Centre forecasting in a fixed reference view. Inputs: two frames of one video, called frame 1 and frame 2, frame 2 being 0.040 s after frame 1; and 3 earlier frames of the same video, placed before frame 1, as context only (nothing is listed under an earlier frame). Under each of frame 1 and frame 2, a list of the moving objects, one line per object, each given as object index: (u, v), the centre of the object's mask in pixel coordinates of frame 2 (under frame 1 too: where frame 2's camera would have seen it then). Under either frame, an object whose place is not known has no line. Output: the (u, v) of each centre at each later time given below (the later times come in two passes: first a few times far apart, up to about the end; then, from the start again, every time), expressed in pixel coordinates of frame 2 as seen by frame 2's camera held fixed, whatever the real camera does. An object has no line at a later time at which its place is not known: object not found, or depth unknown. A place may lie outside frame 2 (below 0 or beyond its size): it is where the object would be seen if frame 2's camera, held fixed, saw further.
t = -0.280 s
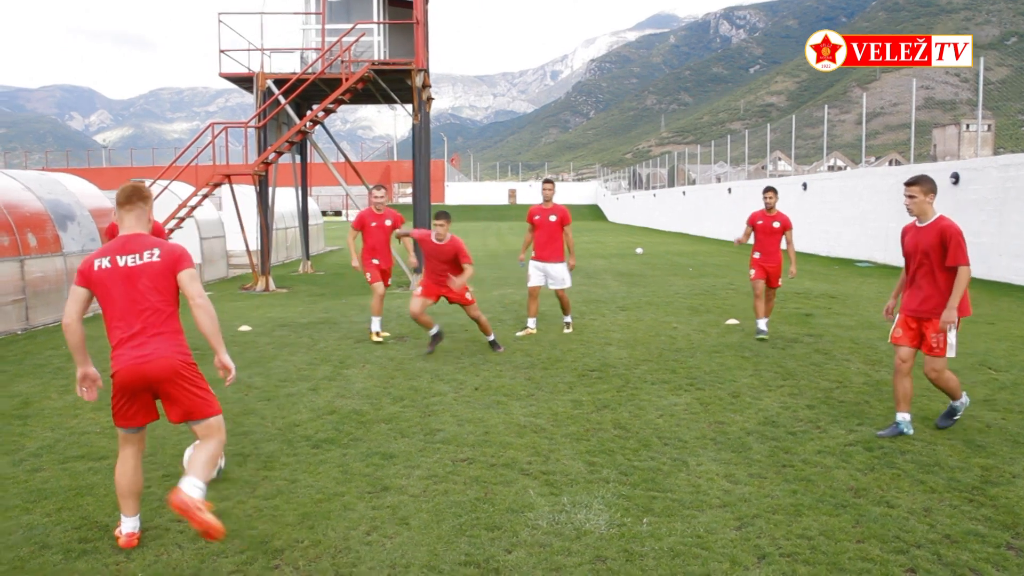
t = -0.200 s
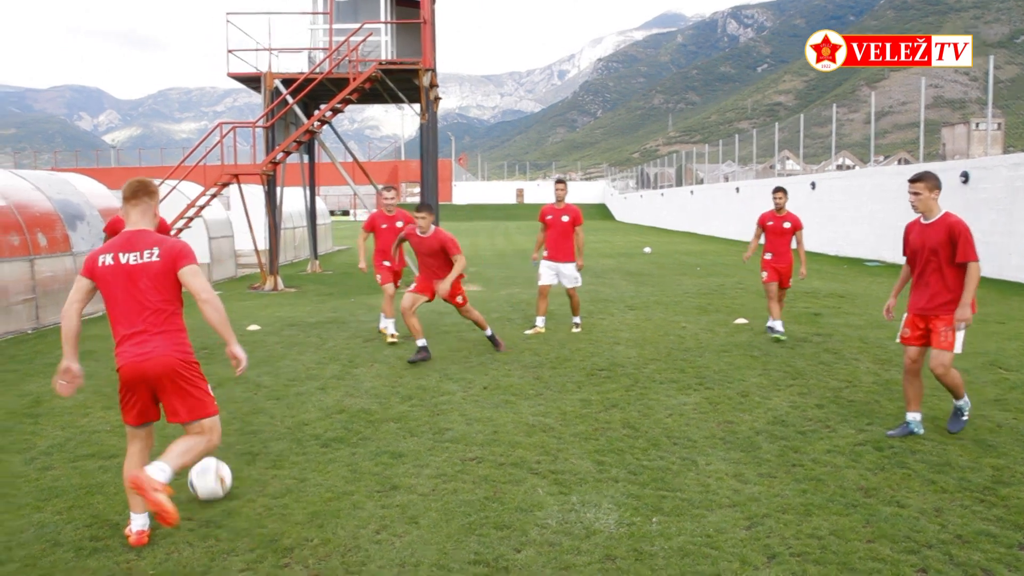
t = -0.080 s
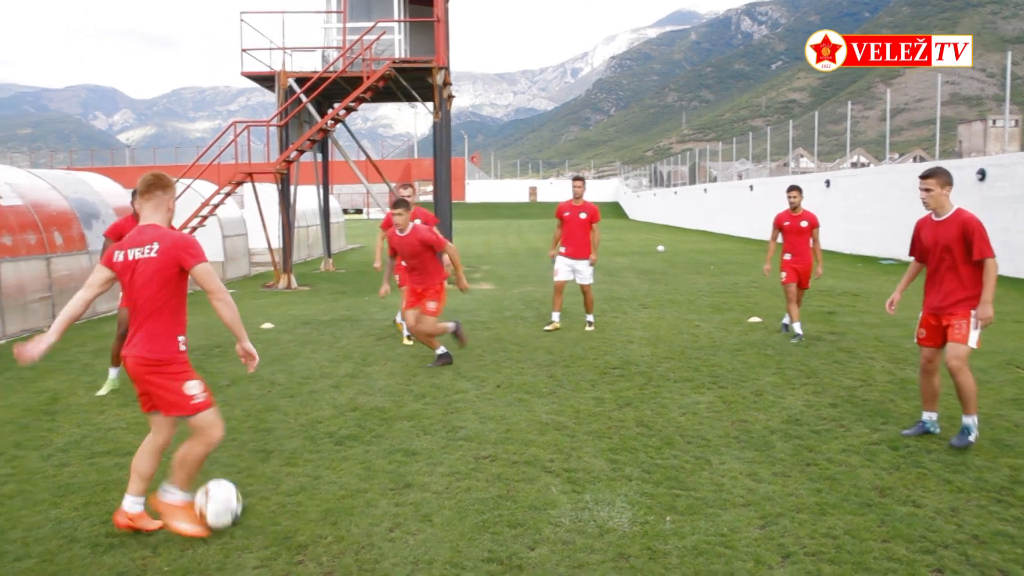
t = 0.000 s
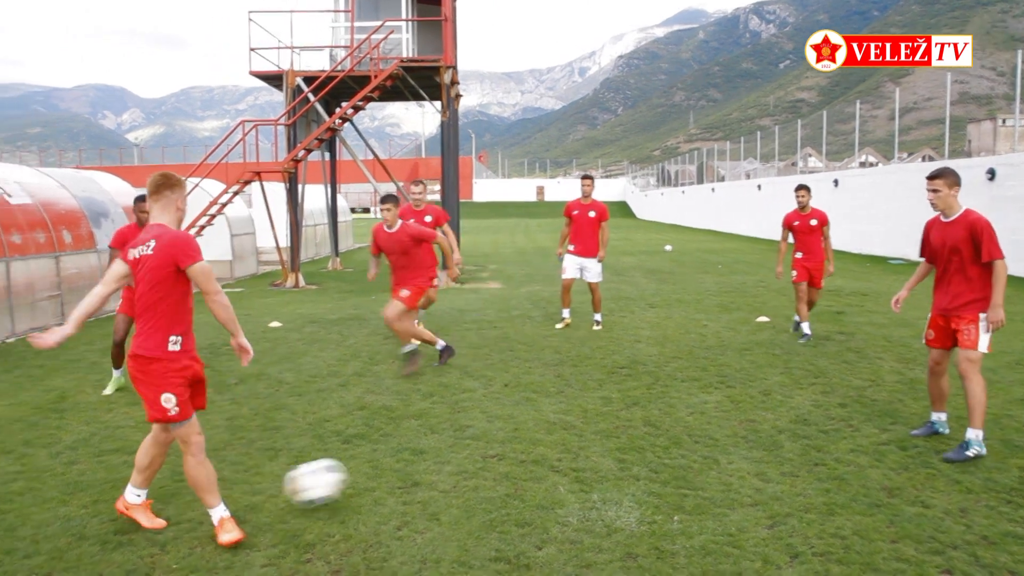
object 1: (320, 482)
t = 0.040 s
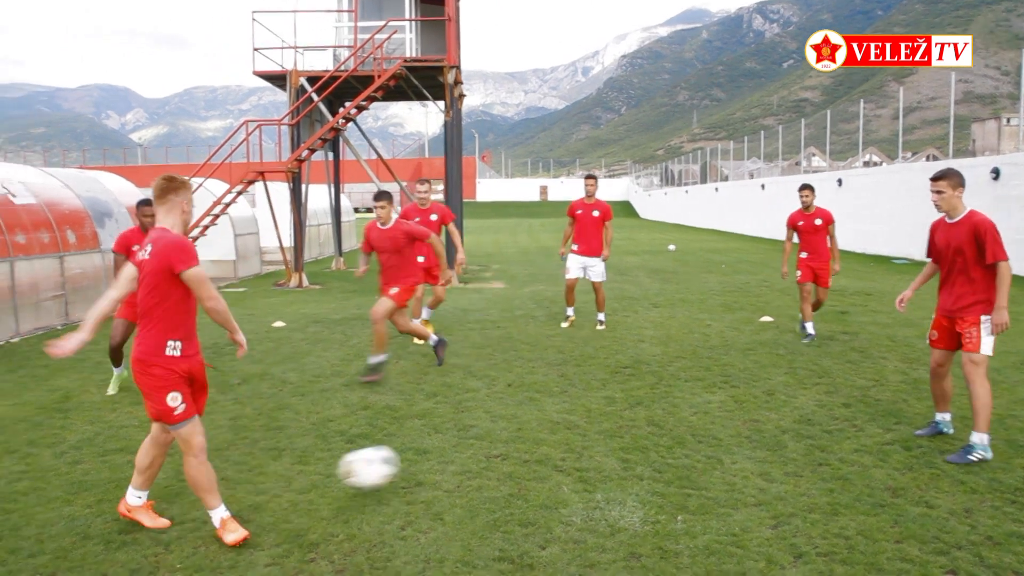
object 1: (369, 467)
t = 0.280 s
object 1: (596, 426)
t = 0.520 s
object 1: (729, 403)
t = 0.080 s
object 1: (415, 458)
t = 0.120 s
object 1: (459, 450)
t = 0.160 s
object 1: (501, 446)
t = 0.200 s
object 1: (539, 444)
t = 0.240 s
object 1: (569, 434)
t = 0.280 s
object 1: (596, 426)
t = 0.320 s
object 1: (623, 420)
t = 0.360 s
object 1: (647, 417)
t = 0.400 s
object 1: (672, 415)
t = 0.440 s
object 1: (692, 411)
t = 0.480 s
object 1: (710, 407)
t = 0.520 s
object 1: (729, 403)
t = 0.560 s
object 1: (746, 401)
